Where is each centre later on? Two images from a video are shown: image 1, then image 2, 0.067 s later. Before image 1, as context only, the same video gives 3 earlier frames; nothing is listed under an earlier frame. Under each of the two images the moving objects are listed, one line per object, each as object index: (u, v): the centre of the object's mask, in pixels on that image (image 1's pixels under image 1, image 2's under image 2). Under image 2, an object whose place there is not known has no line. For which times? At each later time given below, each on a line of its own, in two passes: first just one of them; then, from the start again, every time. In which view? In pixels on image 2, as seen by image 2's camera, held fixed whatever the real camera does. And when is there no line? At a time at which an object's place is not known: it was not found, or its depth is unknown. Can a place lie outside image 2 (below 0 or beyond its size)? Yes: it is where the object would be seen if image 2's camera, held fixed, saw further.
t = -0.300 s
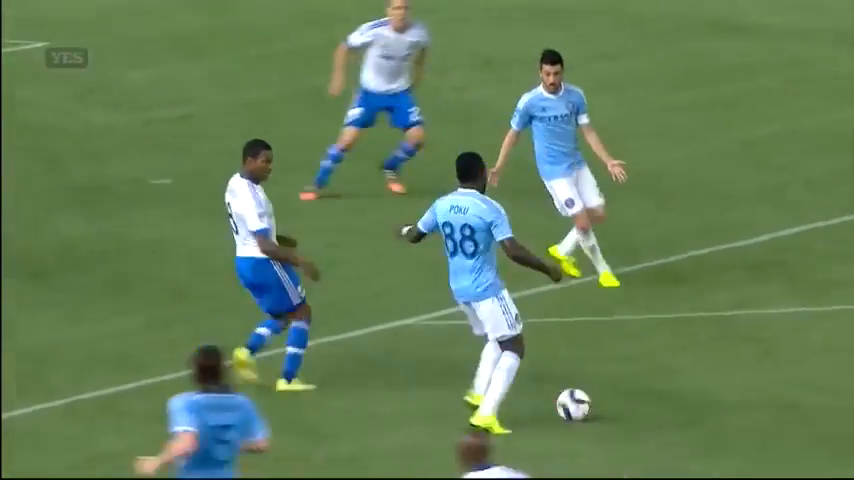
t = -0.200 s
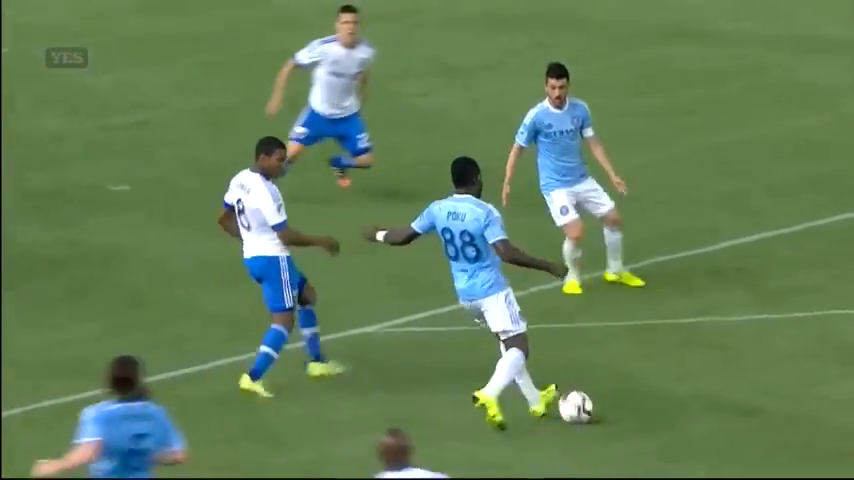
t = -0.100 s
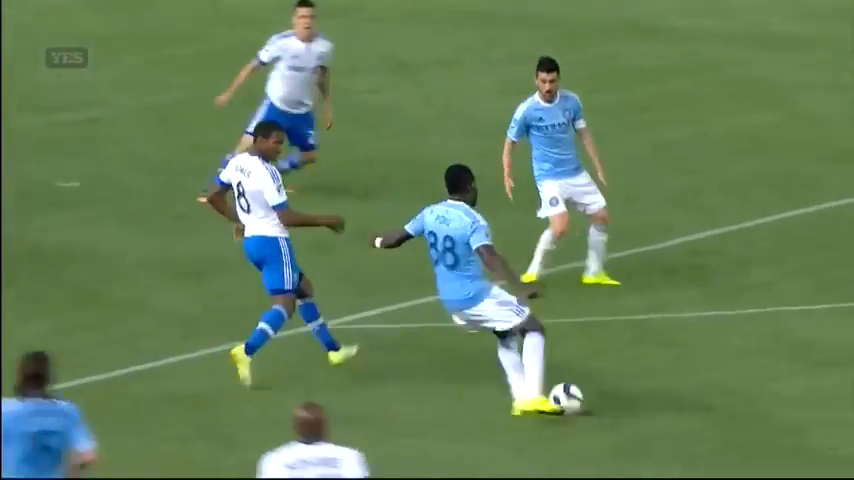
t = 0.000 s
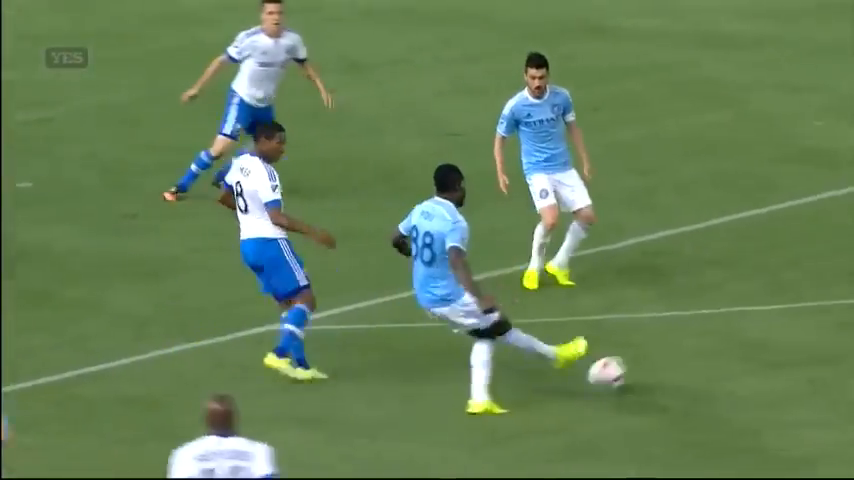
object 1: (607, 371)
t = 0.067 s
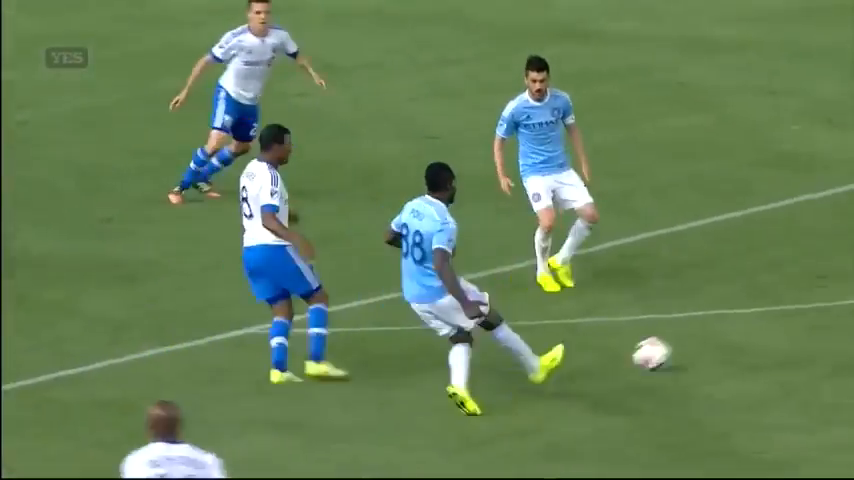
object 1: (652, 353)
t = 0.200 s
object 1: (774, 313)
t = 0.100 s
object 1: (683, 345)
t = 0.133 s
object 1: (714, 334)
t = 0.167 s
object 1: (745, 324)
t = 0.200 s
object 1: (774, 313)
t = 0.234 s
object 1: (801, 304)
